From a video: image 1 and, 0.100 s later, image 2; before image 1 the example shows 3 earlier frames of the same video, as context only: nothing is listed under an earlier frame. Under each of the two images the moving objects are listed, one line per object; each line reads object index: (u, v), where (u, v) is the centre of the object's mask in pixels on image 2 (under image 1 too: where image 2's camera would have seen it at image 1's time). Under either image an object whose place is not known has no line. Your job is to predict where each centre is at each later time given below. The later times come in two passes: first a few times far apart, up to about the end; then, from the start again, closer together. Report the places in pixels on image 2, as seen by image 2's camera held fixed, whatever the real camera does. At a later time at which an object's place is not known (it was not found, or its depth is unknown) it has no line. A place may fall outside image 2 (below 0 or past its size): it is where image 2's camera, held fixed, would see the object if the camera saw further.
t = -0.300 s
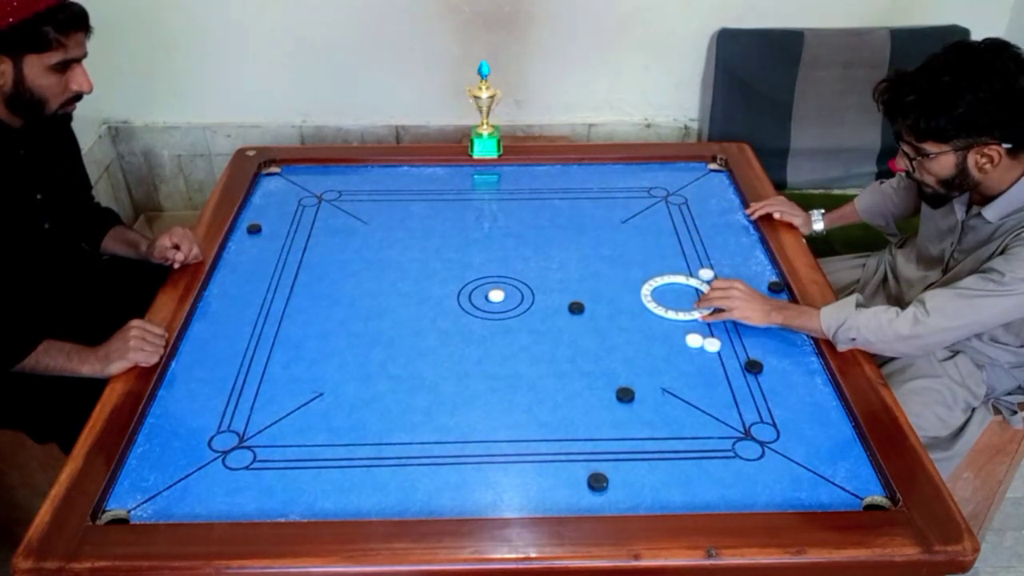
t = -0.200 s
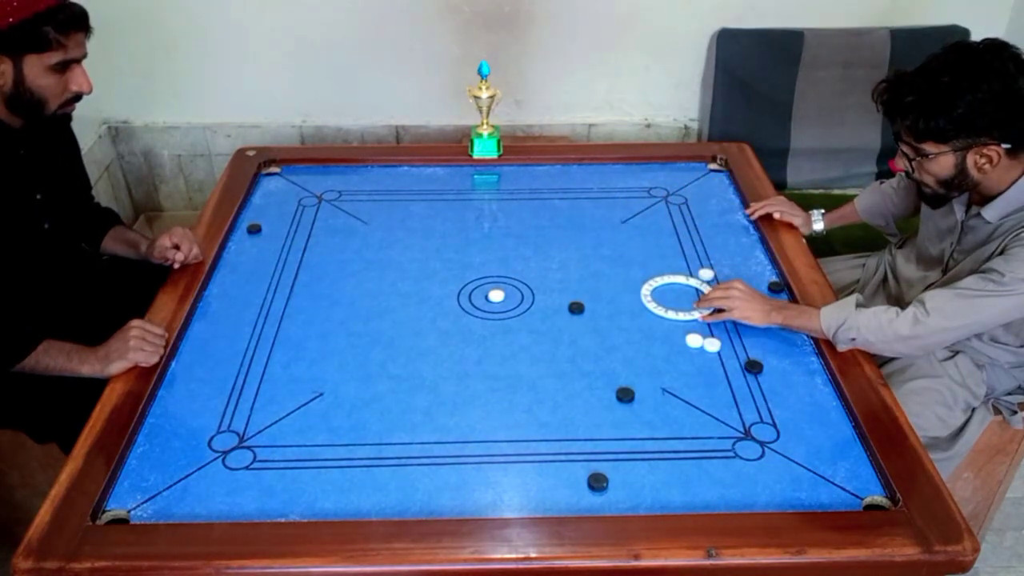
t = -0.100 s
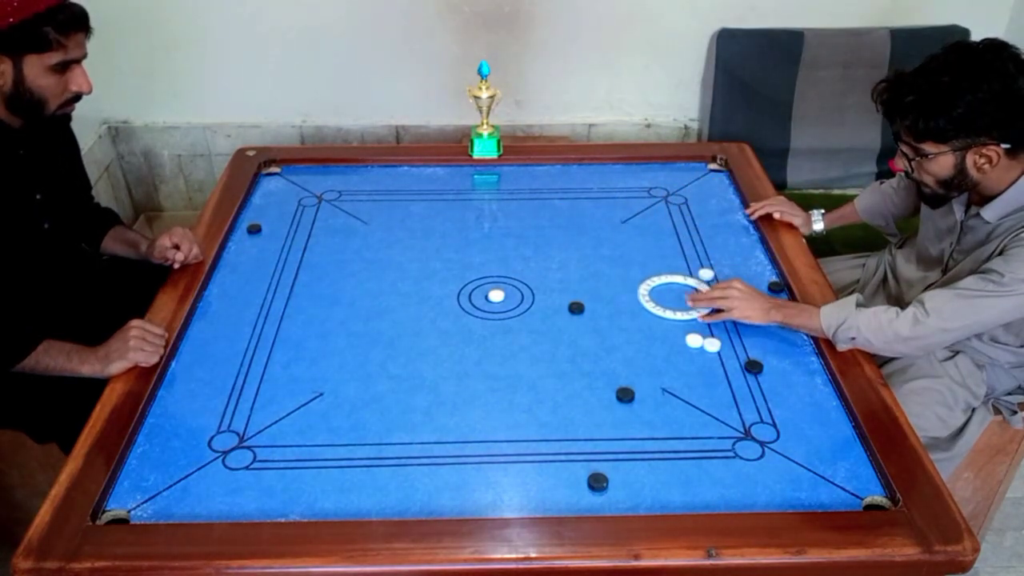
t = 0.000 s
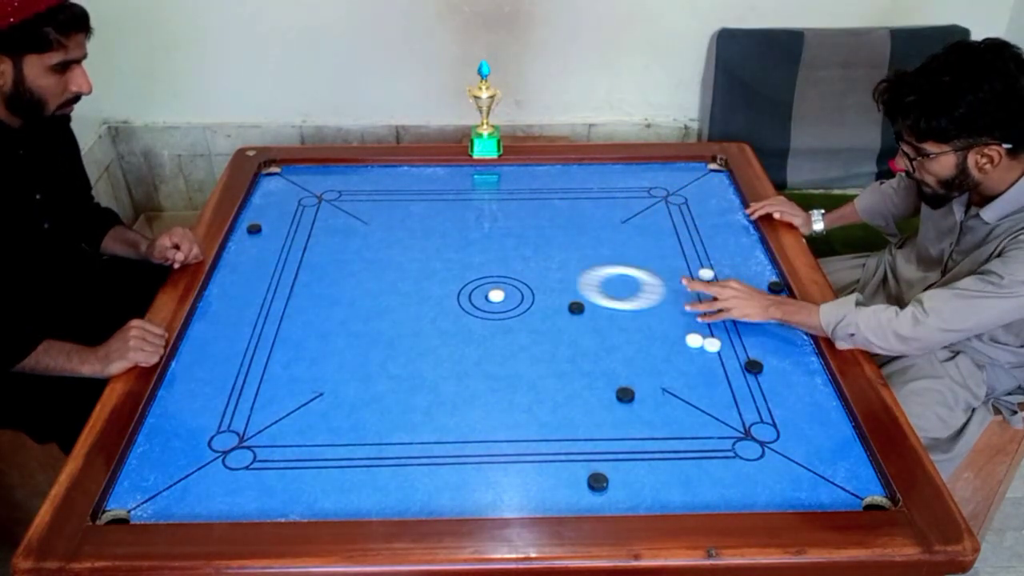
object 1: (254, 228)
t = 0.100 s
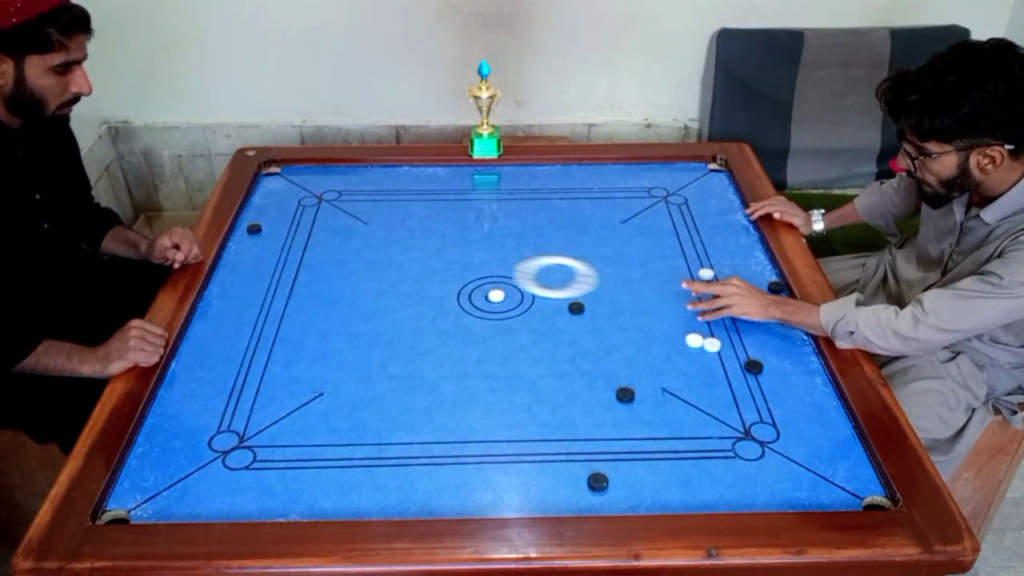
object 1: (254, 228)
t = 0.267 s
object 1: (254, 228)
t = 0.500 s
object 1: (254, 228)
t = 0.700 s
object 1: (249, 220)
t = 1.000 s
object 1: (270, 207)
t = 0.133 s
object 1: (254, 228)
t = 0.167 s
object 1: (254, 228)
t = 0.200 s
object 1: (254, 228)
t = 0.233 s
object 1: (254, 228)
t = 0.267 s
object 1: (254, 228)
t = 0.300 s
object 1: (254, 228)
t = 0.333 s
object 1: (254, 228)
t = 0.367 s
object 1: (254, 228)
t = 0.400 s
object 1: (254, 228)
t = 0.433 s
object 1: (254, 228)
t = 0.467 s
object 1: (254, 228)
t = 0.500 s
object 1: (254, 228)
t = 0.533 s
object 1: (254, 228)
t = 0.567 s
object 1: (247, 227)
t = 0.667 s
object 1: (245, 222)
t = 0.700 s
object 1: (249, 220)
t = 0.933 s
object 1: (266, 210)
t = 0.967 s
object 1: (268, 208)
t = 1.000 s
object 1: (270, 207)
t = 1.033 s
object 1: (273, 205)
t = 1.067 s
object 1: (275, 204)
